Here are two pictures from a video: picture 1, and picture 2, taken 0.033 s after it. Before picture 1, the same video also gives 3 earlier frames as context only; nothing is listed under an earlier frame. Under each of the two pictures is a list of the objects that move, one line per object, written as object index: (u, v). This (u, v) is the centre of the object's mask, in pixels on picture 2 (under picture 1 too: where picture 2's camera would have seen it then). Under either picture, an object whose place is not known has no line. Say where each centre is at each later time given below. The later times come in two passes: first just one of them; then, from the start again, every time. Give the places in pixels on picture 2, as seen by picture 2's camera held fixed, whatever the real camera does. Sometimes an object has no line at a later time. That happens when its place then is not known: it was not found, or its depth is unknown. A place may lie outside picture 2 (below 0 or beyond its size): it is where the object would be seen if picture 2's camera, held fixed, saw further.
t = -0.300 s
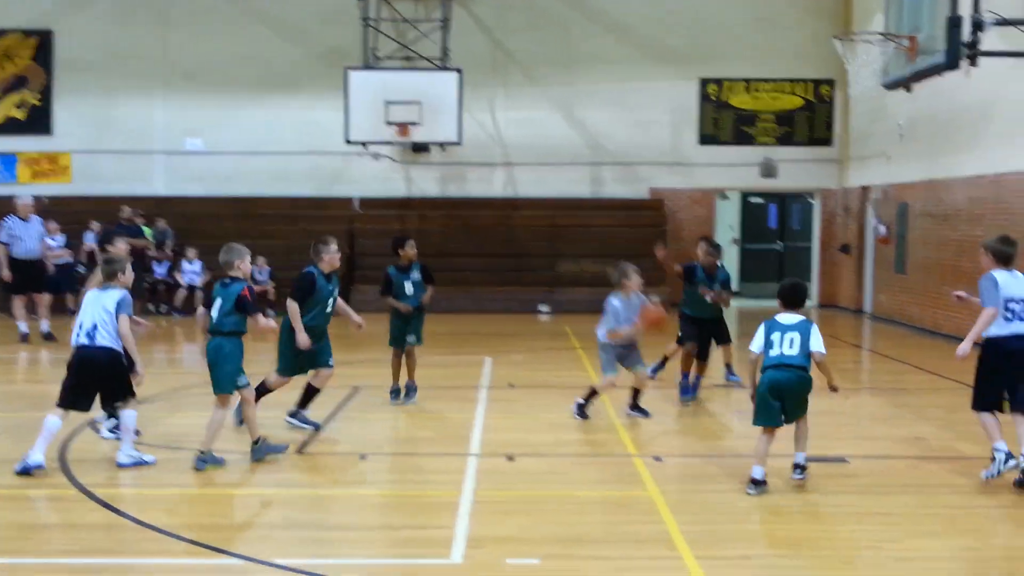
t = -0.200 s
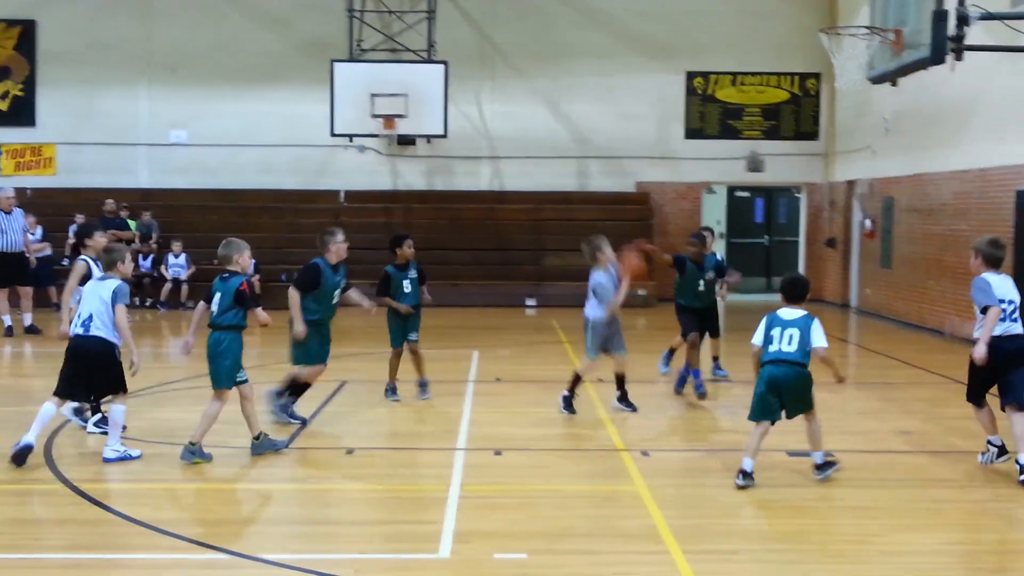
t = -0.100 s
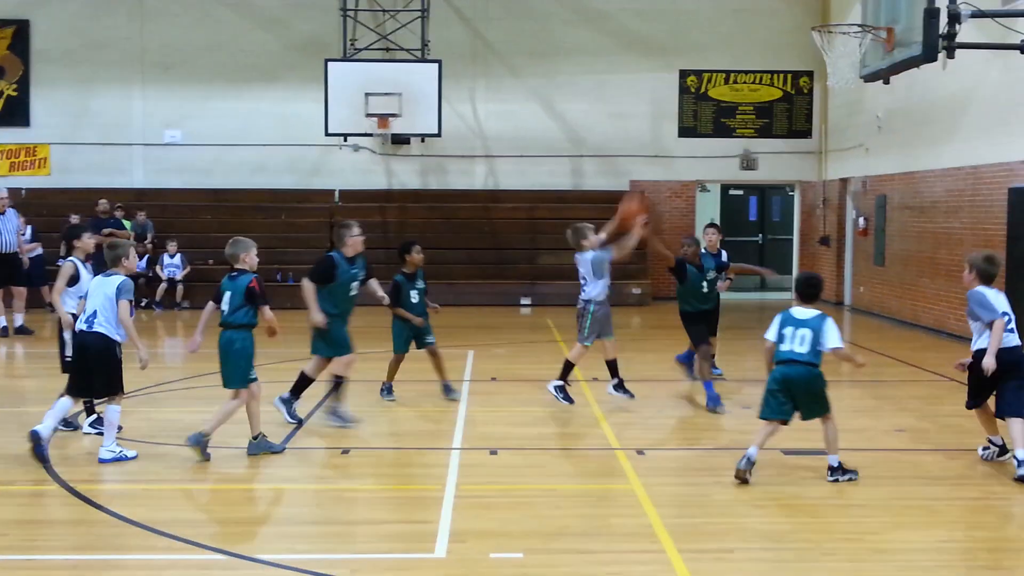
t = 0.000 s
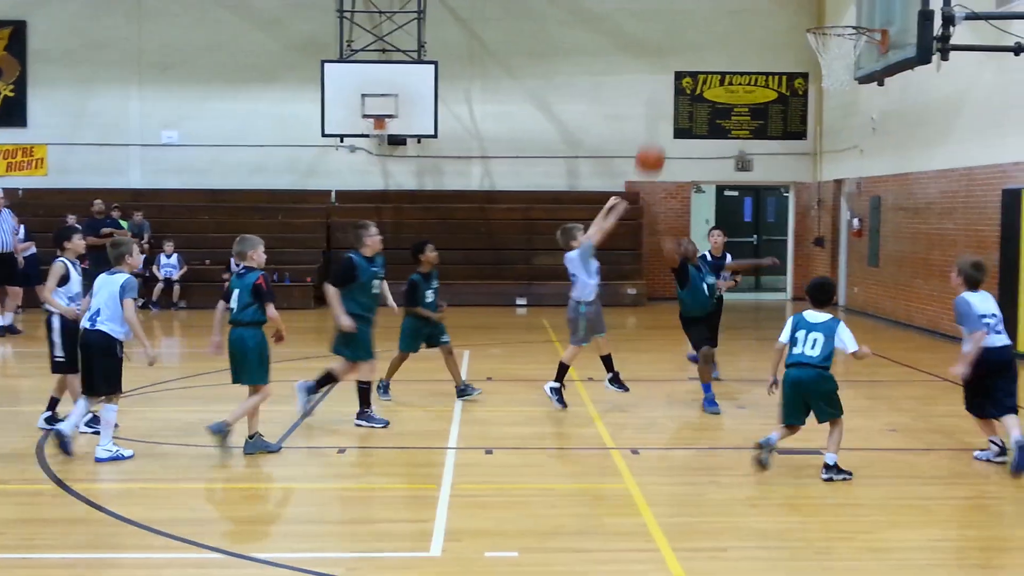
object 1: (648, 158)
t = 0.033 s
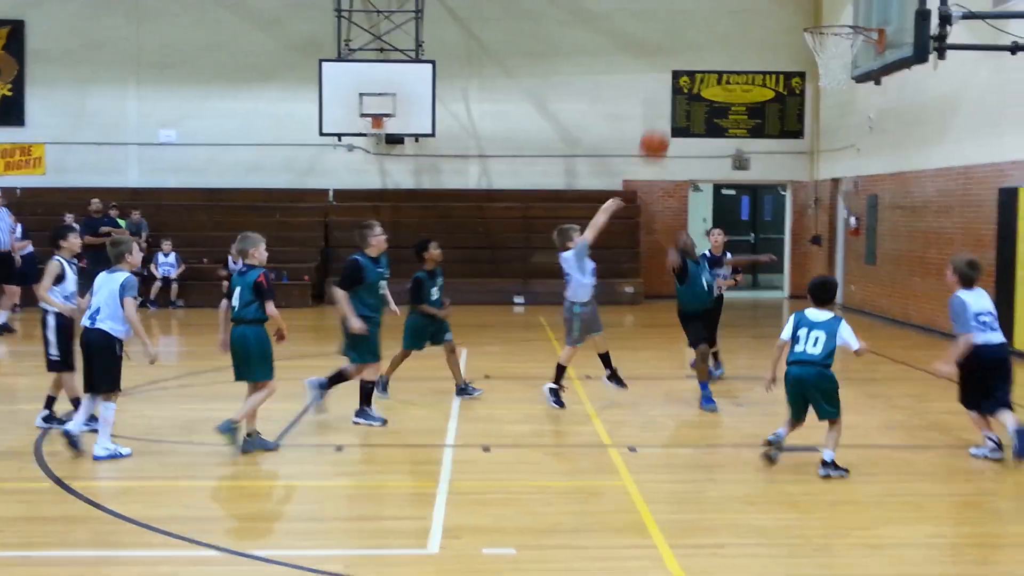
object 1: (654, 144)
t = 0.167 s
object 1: (684, 97)
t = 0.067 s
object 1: (661, 130)
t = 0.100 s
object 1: (670, 117)
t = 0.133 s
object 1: (677, 106)
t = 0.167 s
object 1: (684, 97)
